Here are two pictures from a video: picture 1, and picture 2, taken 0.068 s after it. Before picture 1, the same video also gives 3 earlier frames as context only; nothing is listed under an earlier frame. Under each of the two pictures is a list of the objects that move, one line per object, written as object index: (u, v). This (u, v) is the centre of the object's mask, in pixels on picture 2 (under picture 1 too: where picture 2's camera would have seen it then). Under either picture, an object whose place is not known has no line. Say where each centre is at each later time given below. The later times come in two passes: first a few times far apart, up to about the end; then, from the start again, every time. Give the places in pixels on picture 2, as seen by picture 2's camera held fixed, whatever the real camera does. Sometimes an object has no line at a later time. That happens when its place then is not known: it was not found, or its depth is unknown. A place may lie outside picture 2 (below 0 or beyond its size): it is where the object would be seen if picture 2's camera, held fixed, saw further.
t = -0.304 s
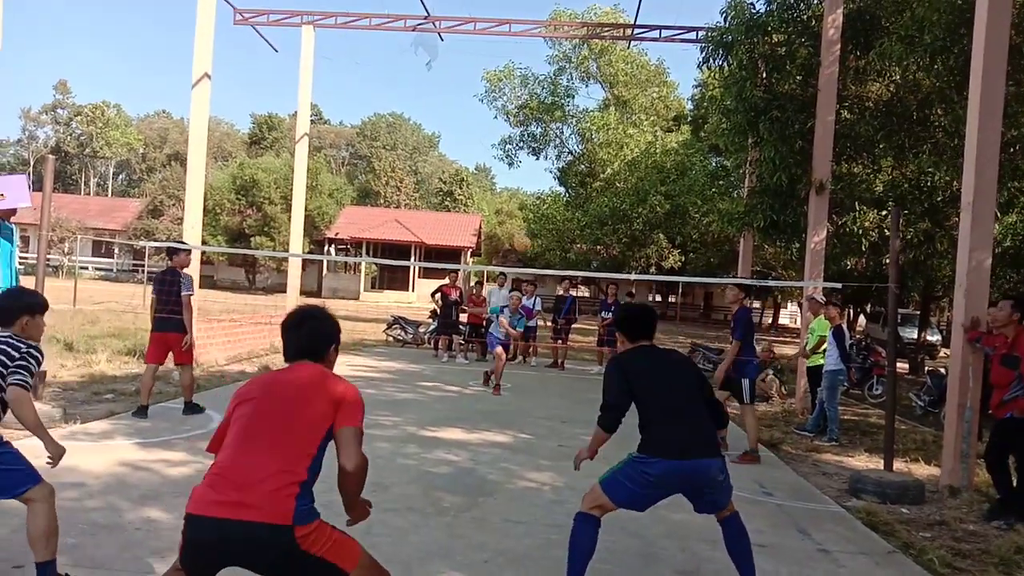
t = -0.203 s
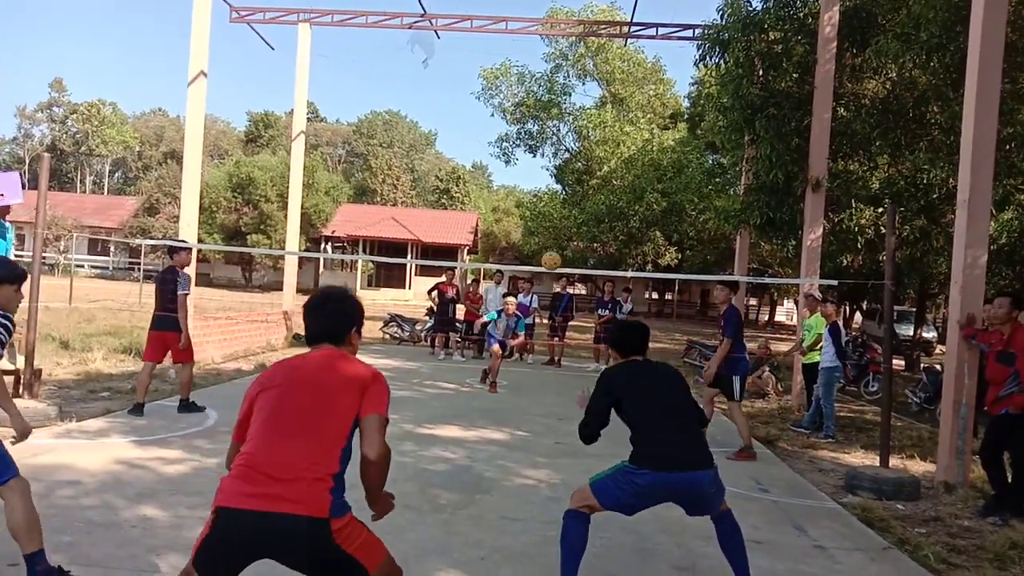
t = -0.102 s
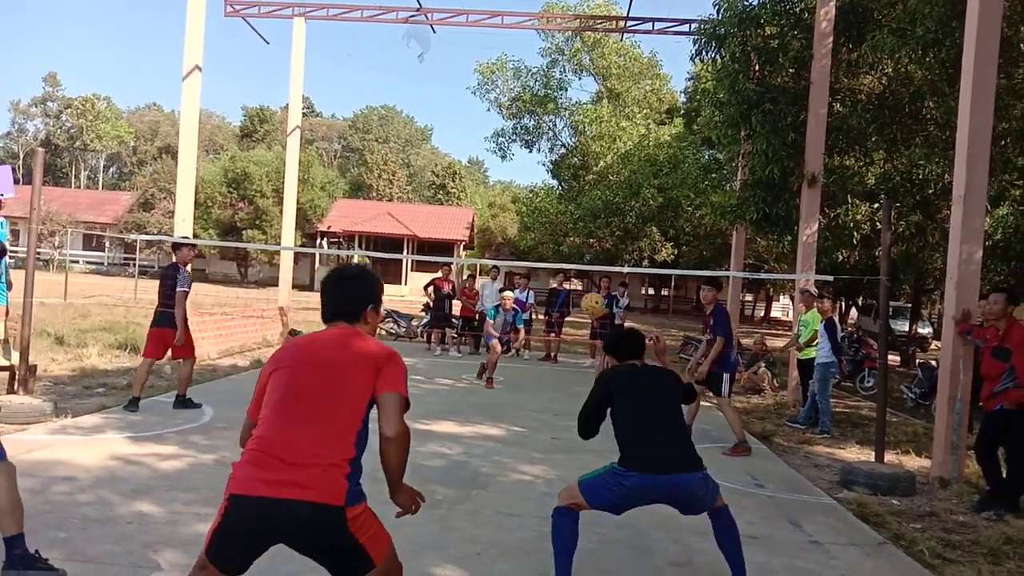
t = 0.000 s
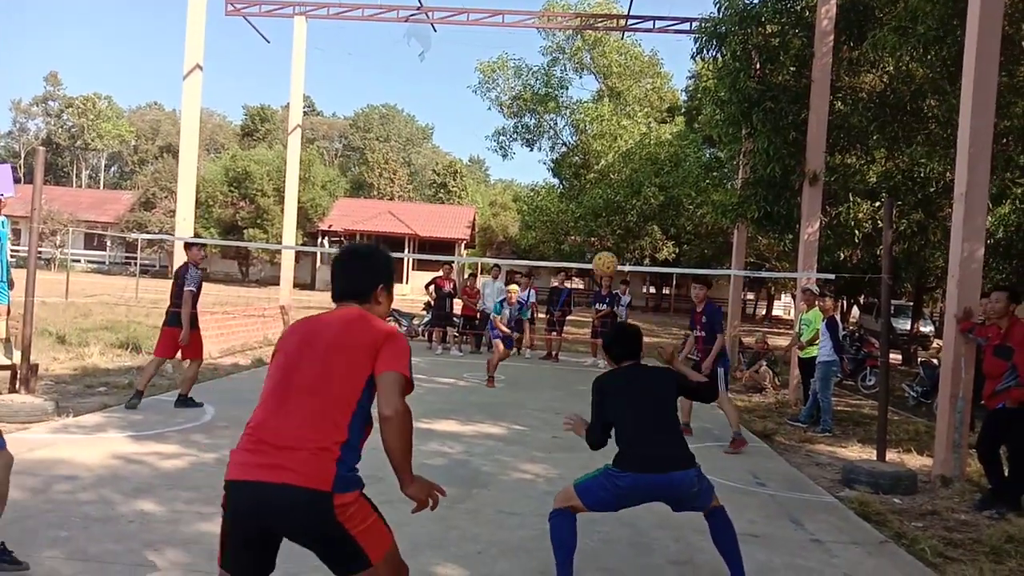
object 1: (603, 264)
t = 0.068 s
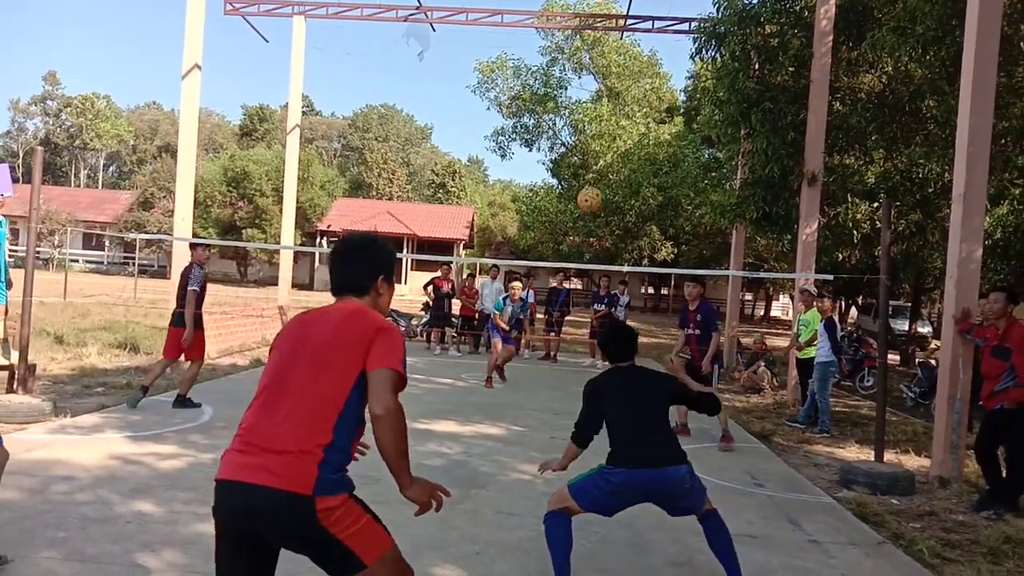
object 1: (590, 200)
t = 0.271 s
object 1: (552, 73)
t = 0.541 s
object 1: (505, 32)
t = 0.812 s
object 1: (462, 95)
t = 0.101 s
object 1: (582, 172)
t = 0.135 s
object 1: (578, 148)
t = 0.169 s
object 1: (570, 124)
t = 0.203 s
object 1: (564, 105)
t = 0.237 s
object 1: (557, 87)
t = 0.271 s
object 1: (552, 73)
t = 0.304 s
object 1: (546, 61)
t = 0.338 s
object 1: (539, 50)
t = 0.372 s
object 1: (533, 42)
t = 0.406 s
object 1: (527, 37)
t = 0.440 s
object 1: (522, 33)
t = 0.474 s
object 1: (516, 31)
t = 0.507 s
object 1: (510, 31)
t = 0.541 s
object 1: (505, 32)
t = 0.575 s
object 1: (499, 35)
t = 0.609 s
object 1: (493, 40)
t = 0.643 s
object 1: (488, 45)
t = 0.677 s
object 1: (483, 53)
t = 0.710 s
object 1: (477, 62)
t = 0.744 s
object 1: (472, 71)
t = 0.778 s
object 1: (467, 83)
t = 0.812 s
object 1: (462, 95)
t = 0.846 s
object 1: (457, 108)
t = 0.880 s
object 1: (452, 123)
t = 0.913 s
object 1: (447, 138)
